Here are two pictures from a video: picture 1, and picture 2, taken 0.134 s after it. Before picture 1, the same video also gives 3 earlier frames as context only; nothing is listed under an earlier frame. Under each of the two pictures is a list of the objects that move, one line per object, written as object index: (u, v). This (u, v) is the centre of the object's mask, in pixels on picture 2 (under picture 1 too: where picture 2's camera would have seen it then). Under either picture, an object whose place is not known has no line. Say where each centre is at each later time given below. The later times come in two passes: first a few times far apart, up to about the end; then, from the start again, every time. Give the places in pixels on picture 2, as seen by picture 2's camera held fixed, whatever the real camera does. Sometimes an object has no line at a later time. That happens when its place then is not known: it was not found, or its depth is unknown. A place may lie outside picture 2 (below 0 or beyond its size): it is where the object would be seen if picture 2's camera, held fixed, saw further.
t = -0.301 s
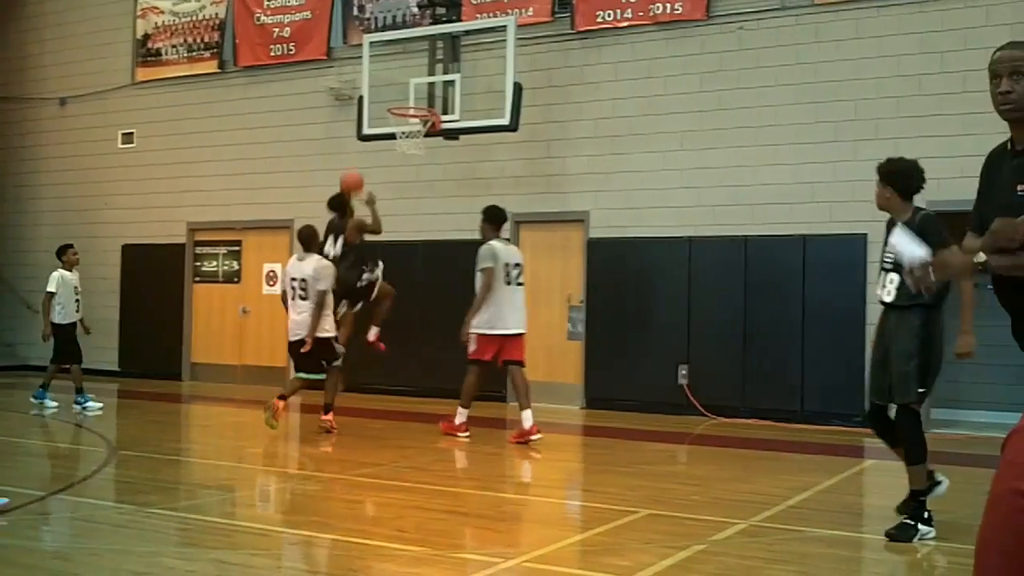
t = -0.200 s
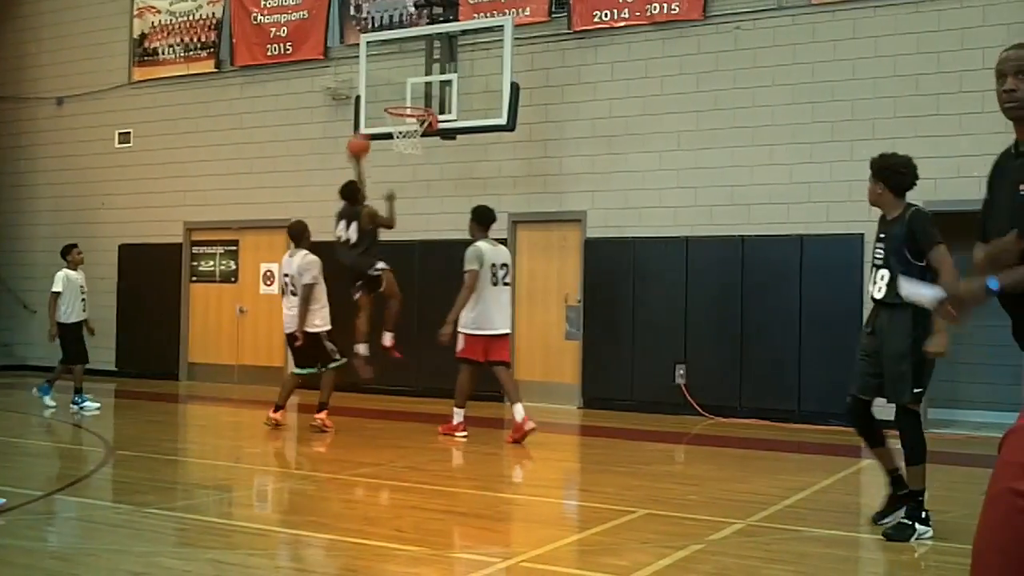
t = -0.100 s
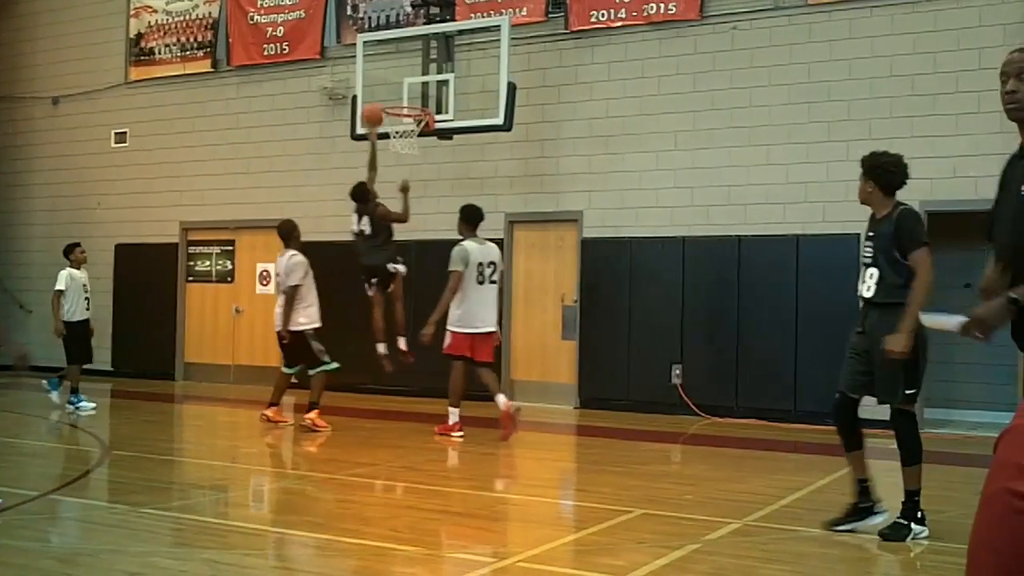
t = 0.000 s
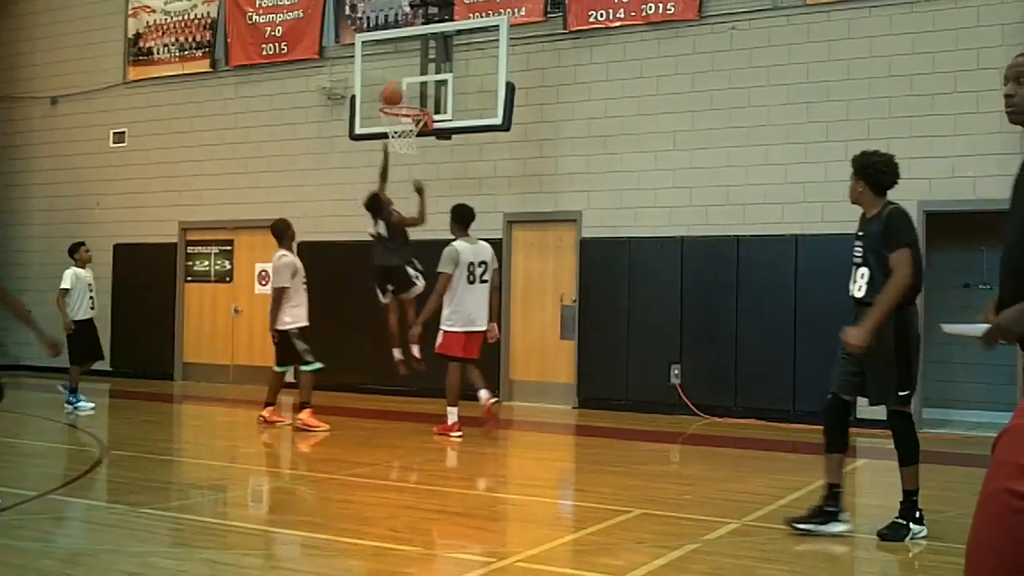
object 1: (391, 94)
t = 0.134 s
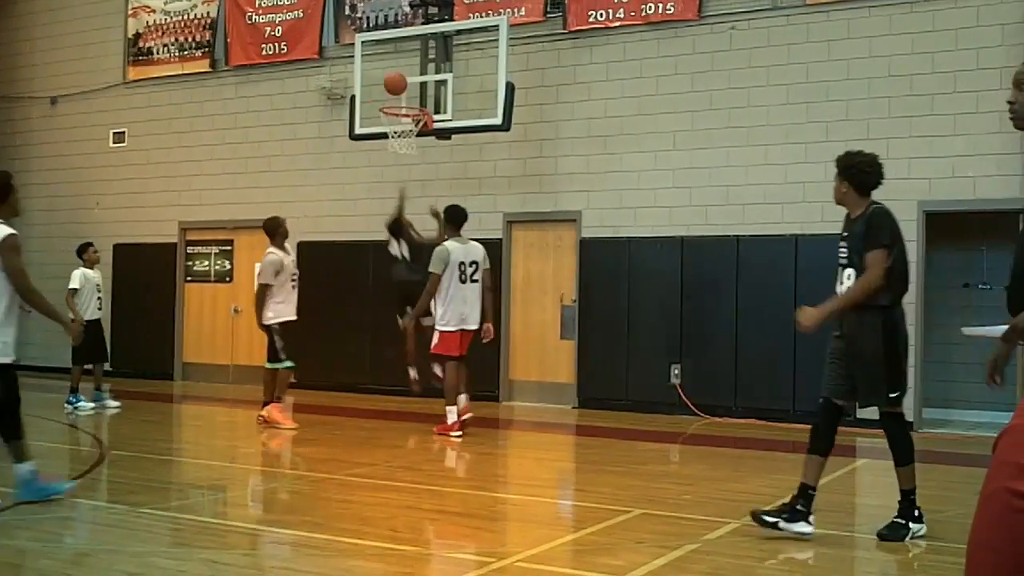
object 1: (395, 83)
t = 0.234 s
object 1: (394, 85)
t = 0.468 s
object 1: (404, 118)
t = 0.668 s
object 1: (417, 137)
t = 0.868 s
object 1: (408, 168)
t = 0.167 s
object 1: (395, 83)
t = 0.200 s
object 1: (394, 83)
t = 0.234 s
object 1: (394, 85)
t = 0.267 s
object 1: (394, 88)
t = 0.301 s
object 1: (393, 92)
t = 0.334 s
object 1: (393, 96)
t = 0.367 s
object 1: (393, 104)
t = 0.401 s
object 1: (397, 107)
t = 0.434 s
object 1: (400, 112)
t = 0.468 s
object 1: (404, 118)
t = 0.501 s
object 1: (413, 126)
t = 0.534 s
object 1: (417, 131)
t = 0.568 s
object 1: (418, 134)
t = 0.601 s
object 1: (417, 136)
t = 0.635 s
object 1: (417, 136)
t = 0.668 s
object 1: (417, 137)
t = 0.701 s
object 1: (415, 140)
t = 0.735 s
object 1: (414, 142)
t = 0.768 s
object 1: (413, 148)
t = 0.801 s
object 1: (412, 156)
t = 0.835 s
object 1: (409, 161)
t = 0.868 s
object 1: (408, 168)
